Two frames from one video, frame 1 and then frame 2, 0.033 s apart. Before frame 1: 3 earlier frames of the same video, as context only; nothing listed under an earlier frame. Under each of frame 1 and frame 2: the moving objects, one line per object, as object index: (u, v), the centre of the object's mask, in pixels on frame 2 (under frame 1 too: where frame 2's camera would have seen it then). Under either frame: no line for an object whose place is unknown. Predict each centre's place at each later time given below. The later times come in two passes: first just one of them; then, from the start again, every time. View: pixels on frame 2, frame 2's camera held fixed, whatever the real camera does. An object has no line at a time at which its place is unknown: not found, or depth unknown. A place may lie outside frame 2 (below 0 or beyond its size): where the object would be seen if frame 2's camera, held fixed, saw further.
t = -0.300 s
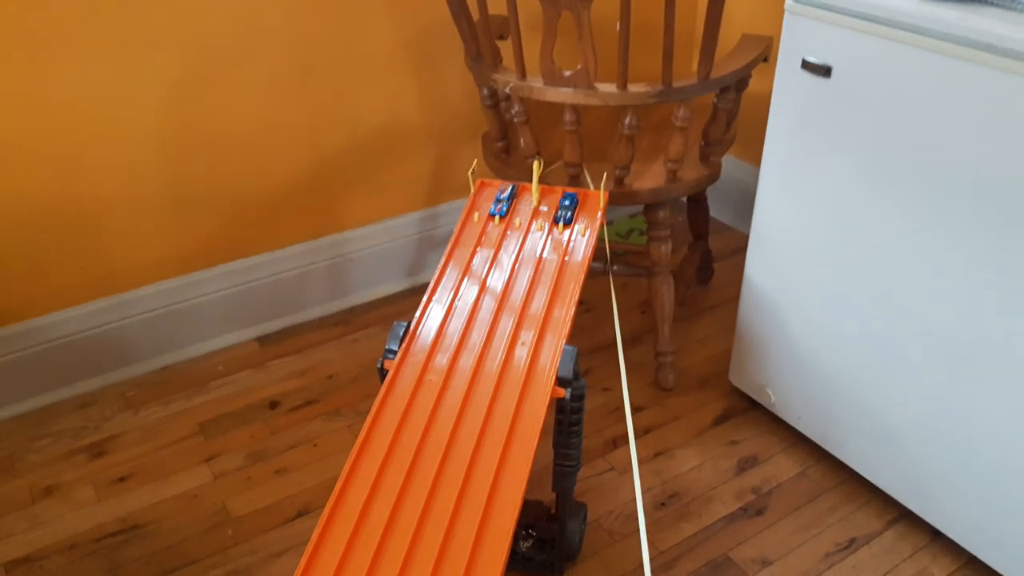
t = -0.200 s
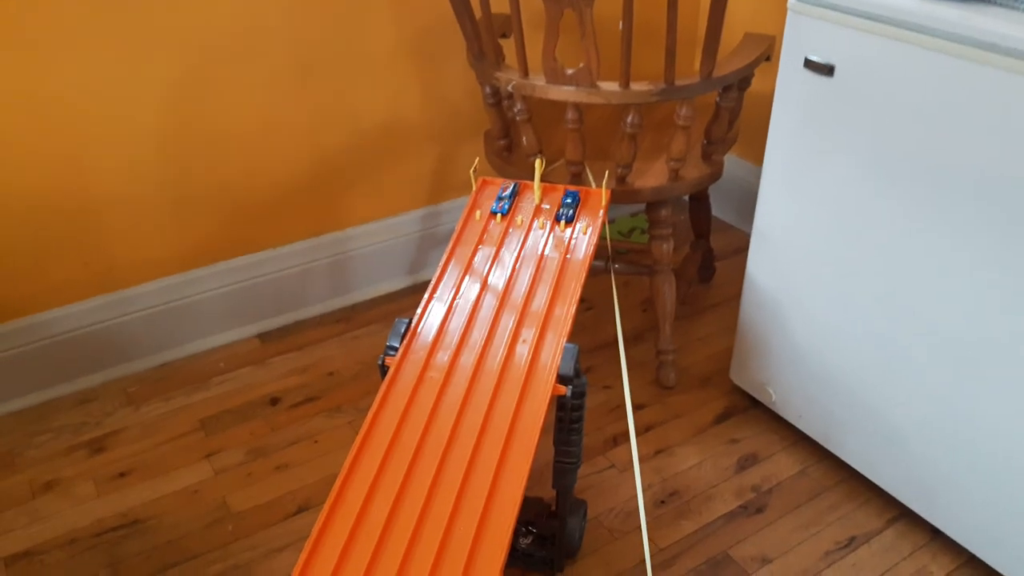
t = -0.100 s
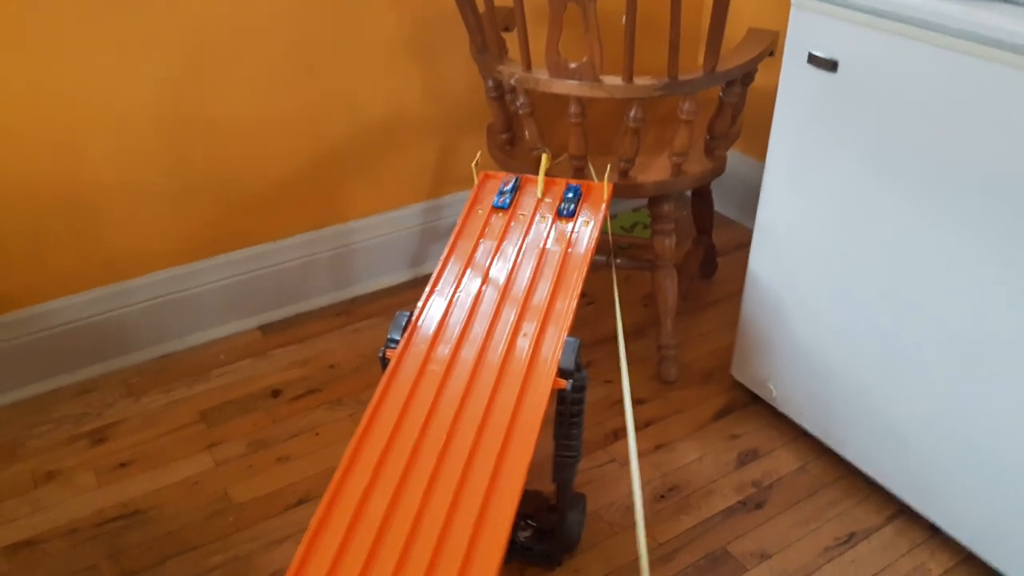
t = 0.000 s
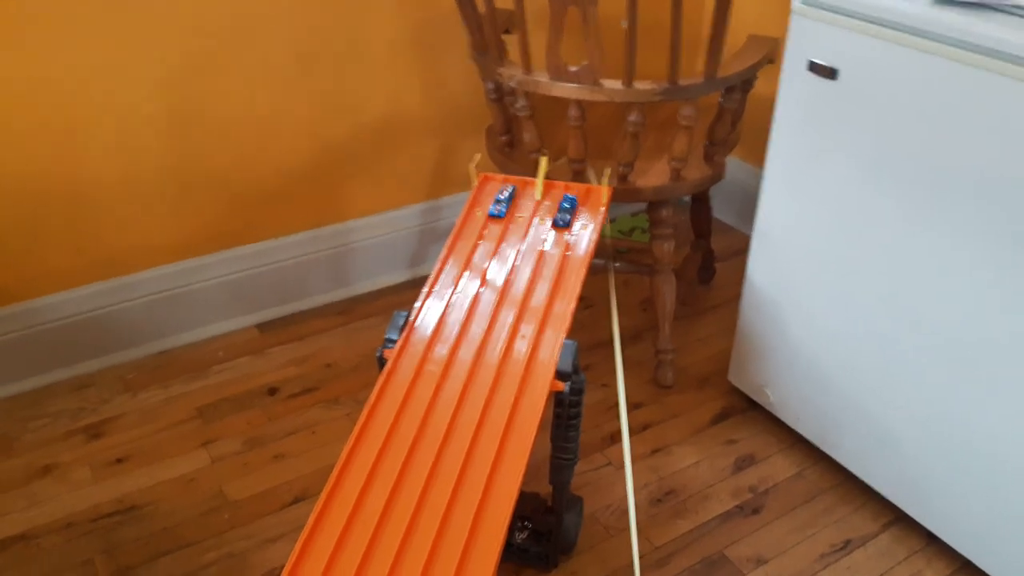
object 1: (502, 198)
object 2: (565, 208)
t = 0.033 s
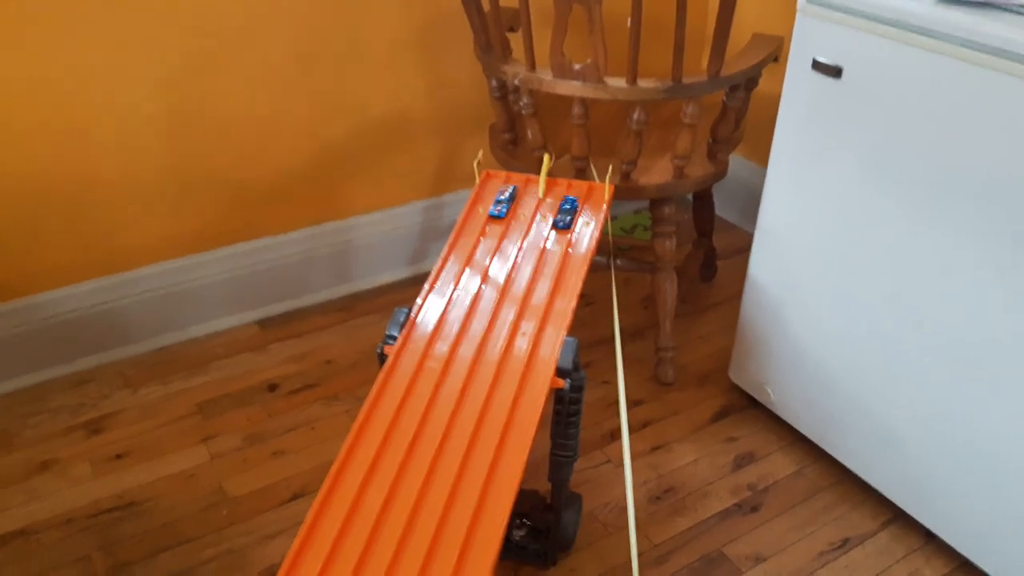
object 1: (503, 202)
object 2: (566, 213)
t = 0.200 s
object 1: (489, 229)
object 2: (552, 247)
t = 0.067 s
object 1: (500, 204)
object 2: (564, 215)
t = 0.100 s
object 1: (497, 210)
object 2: (560, 224)
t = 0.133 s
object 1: (494, 216)
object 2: (557, 231)
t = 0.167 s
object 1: (493, 221)
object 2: (556, 236)
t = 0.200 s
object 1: (489, 229)
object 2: (552, 247)
